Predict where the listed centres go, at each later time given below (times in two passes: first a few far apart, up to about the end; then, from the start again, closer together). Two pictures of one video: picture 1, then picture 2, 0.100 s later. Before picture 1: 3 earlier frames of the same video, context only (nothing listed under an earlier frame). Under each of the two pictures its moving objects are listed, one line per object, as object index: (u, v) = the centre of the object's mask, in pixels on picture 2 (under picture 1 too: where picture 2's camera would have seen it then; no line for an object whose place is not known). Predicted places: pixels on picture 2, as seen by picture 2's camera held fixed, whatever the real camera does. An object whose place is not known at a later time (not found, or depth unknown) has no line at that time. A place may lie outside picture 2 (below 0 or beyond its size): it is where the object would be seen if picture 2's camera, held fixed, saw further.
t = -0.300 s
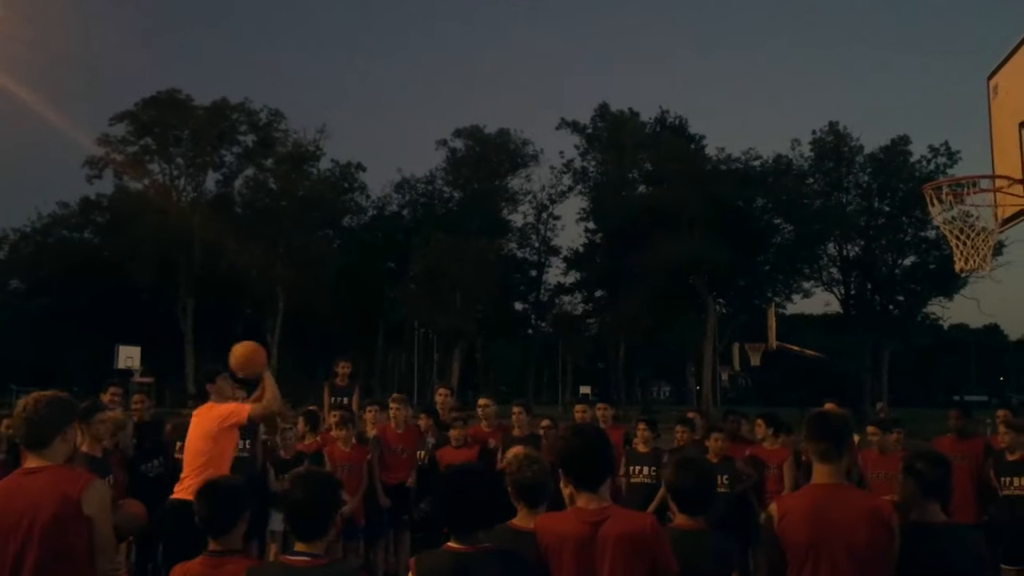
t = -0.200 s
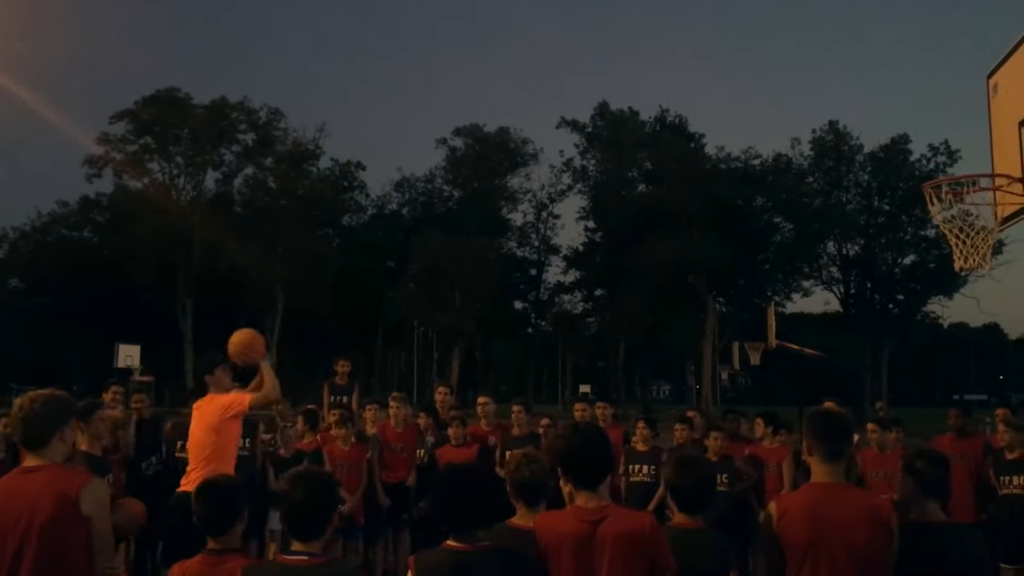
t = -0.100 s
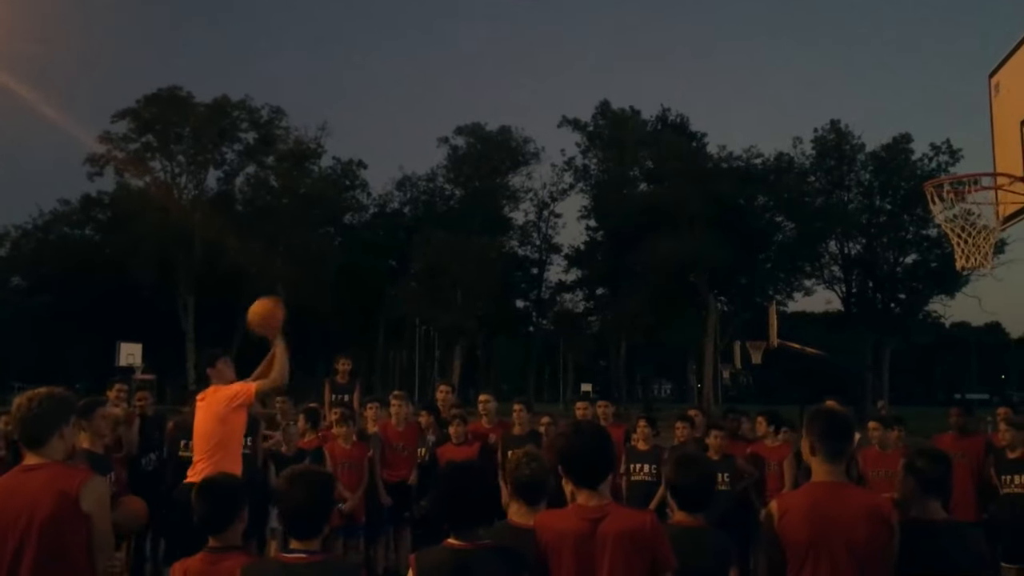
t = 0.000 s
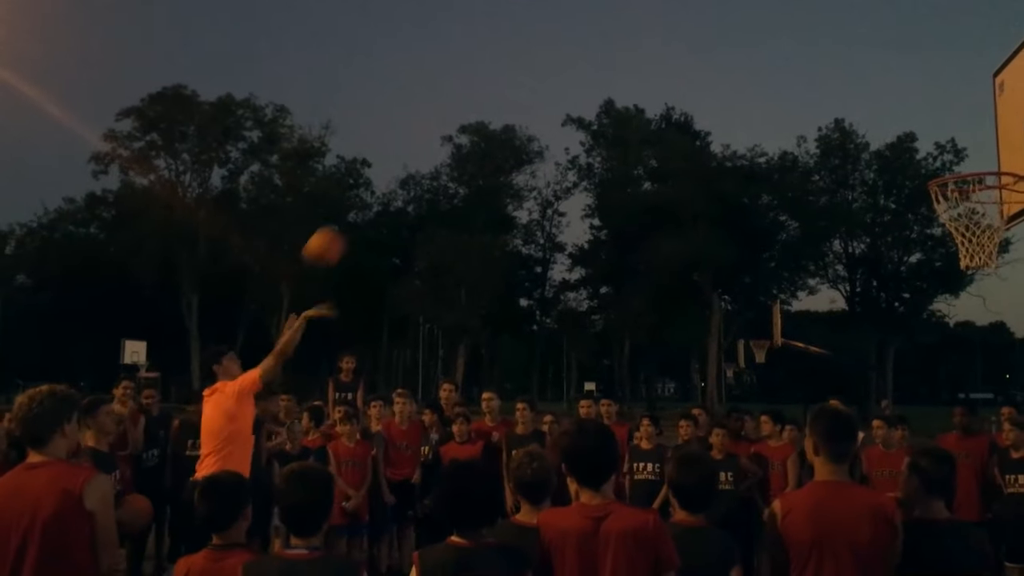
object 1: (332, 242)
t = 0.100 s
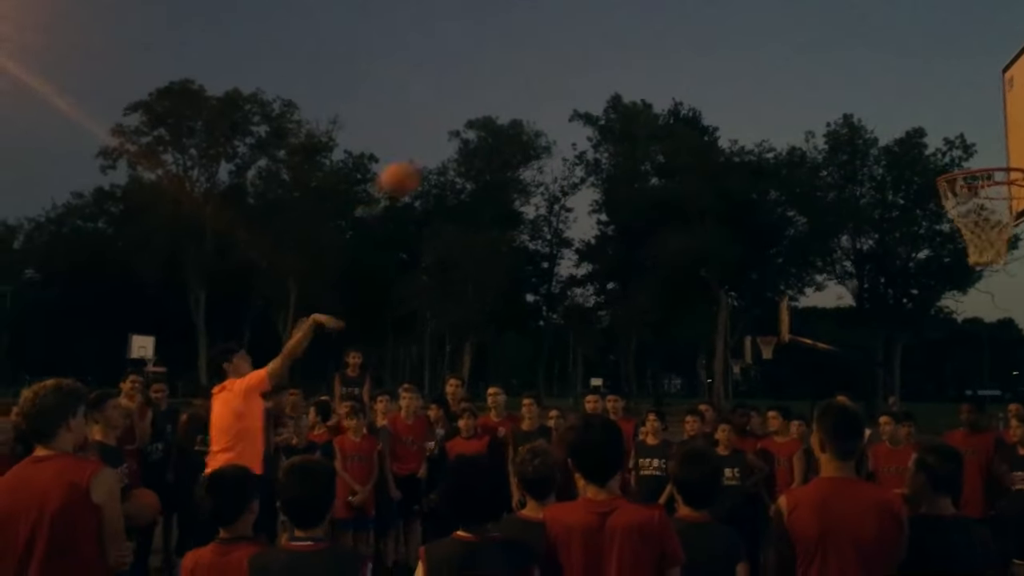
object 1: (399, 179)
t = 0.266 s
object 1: (515, 101)
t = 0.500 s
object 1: (683, 56)
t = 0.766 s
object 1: (890, 106)
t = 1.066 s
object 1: (969, 308)
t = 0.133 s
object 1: (421, 160)
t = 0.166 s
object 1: (444, 143)
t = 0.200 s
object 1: (468, 127)
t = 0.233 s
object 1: (490, 113)
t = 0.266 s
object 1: (515, 101)
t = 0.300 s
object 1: (538, 90)
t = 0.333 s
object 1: (561, 81)
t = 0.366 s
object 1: (585, 73)
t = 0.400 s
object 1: (610, 66)
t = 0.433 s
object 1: (632, 62)
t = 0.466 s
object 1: (658, 58)
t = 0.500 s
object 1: (683, 56)
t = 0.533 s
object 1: (706, 56)
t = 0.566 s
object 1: (732, 58)
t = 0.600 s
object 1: (757, 62)
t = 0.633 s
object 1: (784, 67)
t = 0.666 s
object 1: (810, 74)
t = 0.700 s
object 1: (836, 83)
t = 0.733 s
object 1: (863, 93)
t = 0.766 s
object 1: (890, 106)
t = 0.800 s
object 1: (918, 120)
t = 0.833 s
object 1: (946, 137)
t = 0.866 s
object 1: (975, 154)
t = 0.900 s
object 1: (1005, 180)
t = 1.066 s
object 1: (969, 308)
